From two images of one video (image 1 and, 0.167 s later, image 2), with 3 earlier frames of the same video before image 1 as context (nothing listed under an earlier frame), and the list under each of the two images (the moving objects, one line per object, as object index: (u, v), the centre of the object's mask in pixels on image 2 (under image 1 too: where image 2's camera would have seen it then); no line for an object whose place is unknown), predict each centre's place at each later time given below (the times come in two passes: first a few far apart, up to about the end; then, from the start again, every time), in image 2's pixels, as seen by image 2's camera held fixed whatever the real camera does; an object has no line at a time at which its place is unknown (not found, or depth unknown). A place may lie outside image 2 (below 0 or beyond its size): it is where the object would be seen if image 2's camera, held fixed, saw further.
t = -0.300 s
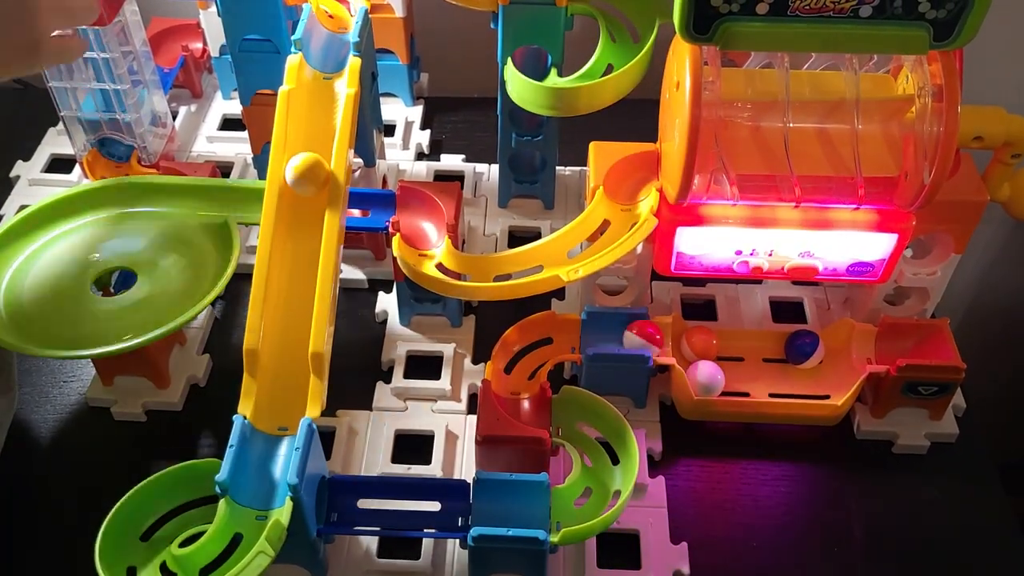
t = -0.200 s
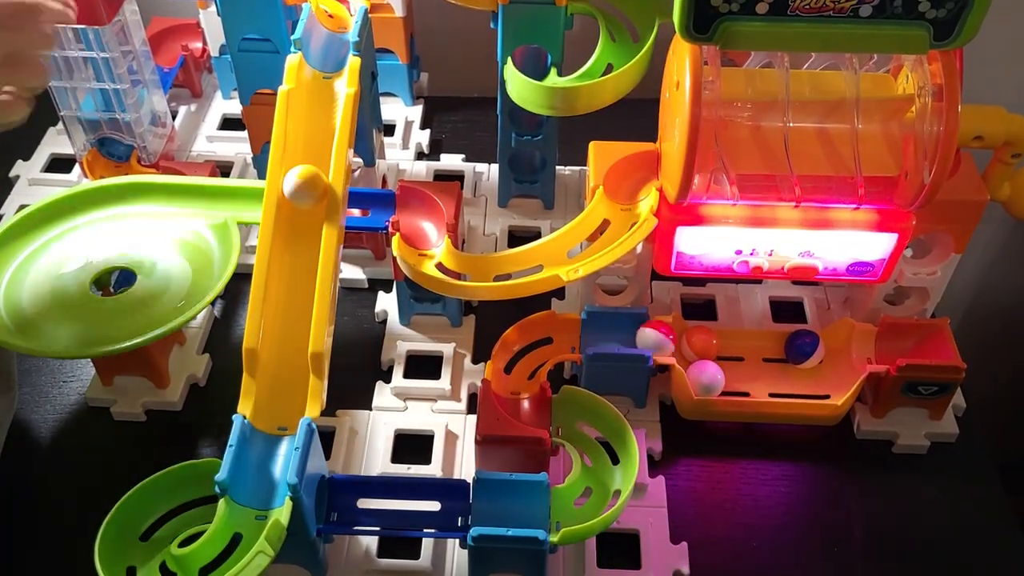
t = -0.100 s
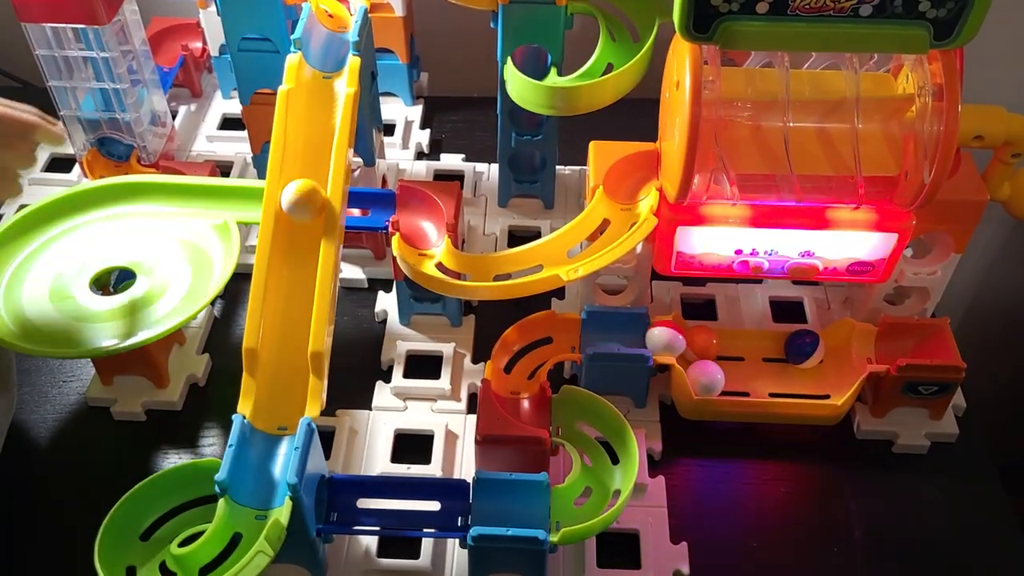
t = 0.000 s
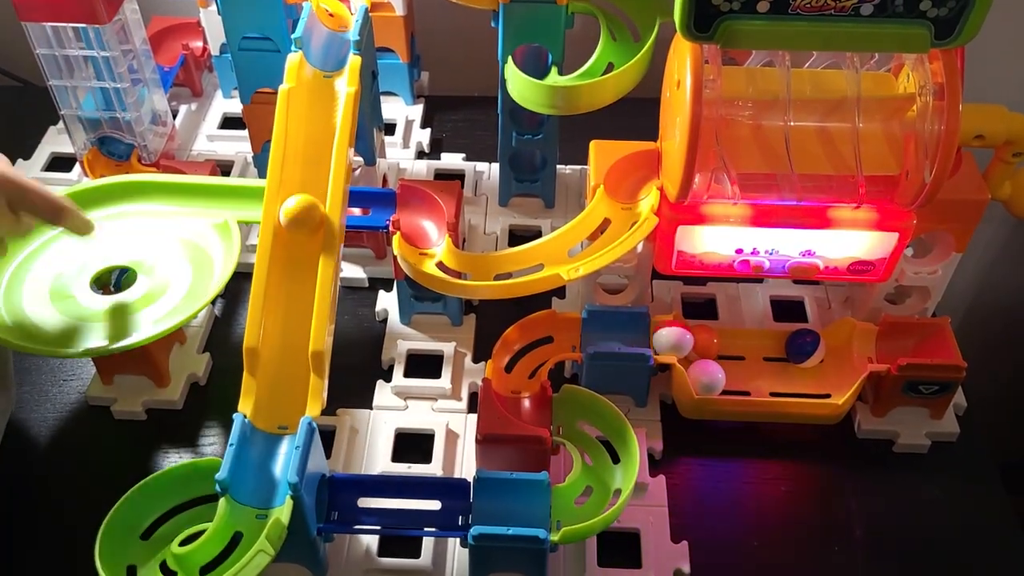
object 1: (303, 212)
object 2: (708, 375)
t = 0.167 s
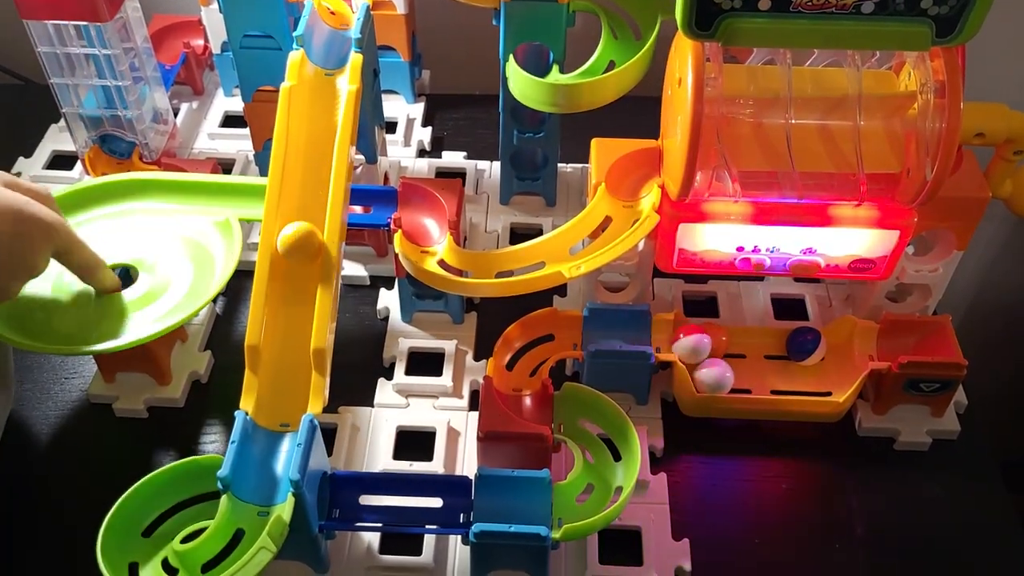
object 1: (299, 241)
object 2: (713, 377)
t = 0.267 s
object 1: (296, 262)
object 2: (736, 376)
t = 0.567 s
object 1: (288, 330)
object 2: (814, 380)
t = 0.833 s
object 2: (802, 380)
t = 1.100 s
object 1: (374, 502)
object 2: (764, 375)
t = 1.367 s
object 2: (748, 378)
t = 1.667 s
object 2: (739, 377)
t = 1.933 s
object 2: (719, 376)
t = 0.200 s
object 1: (297, 249)
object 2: (719, 377)
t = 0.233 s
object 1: (298, 255)
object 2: (727, 376)
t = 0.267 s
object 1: (296, 262)
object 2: (736, 376)
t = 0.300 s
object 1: (296, 270)
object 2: (746, 377)
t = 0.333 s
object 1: (294, 276)
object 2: (756, 377)
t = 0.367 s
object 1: (294, 284)
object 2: (765, 378)
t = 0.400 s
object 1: (292, 291)
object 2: (773, 379)
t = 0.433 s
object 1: (292, 299)
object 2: (781, 379)
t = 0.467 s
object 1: (290, 307)
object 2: (789, 379)
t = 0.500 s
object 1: (290, 315)
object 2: (798, 379)
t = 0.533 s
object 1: (288, 323)
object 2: (807, 380)
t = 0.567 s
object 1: (288, 330)
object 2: (814, 380)
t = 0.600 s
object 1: (287, 341)
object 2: (822, 380)
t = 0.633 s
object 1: (285, 349)
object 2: (828, 380)
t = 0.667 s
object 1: (285, 365)
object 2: (828, 379)
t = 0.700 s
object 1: (280, 394)
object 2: (822, 380)
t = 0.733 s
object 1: (275, 429)
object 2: (817, 380)
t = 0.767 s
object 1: (261, 471)
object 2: (811, 380)
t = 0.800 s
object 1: (254, 507)
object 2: (806, 380)
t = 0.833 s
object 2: (802, 380)
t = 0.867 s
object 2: (798, 380)
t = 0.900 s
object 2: (793, 379)
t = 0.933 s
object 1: (140, 541)
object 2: (787, 379)
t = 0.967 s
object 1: (173, 505)
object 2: (782, 379)
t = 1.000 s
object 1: (209, 491)
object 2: (777, 379)
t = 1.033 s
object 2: (773, 378)
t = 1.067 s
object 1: (338, 500)
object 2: (768, 376)
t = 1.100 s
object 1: (374, 502)
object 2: (764, 375)
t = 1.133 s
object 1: (421, 503)
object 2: (760, 374)
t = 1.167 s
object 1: (460, 504)
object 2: (756, 373)
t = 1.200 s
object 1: (496, 505)
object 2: (752, 374)
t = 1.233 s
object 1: (530, 506)
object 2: (752, 375)
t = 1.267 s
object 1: (561, 507)
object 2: (751, 378)
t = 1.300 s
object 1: (588, 497)
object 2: (751, 377)
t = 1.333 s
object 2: (750, 377)
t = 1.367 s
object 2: (748, 378)
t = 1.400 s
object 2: (747, 377)
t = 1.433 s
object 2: (746, 377)
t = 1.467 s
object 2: (744, 377)
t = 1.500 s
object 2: (743, 377)
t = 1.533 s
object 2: (742, 377)
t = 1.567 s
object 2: (741, 377)
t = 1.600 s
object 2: (740, 377)
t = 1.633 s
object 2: (740, 377)
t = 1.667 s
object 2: (739, 377)
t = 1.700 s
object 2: (738, 377)
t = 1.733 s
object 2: (736, 376)
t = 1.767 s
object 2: (734, 376)
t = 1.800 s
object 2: (732, 376)
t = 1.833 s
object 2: (729, 376)
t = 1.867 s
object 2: (726, 376)
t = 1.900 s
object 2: (723, 376)
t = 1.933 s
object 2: (719, 376)
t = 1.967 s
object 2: (716, 376)
